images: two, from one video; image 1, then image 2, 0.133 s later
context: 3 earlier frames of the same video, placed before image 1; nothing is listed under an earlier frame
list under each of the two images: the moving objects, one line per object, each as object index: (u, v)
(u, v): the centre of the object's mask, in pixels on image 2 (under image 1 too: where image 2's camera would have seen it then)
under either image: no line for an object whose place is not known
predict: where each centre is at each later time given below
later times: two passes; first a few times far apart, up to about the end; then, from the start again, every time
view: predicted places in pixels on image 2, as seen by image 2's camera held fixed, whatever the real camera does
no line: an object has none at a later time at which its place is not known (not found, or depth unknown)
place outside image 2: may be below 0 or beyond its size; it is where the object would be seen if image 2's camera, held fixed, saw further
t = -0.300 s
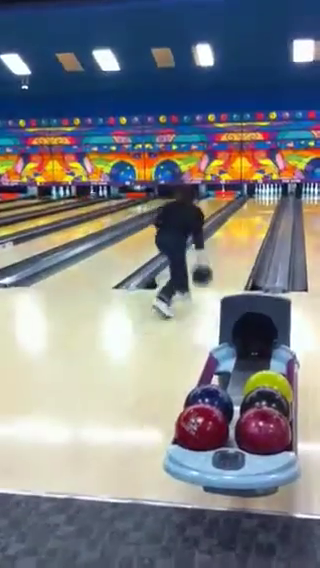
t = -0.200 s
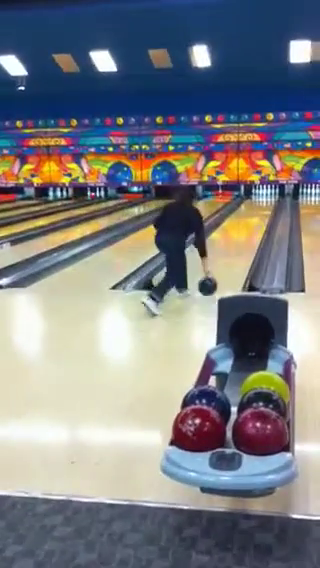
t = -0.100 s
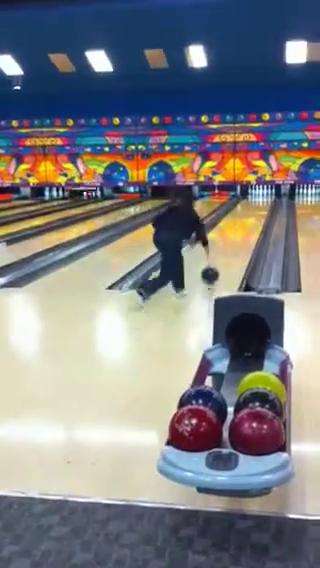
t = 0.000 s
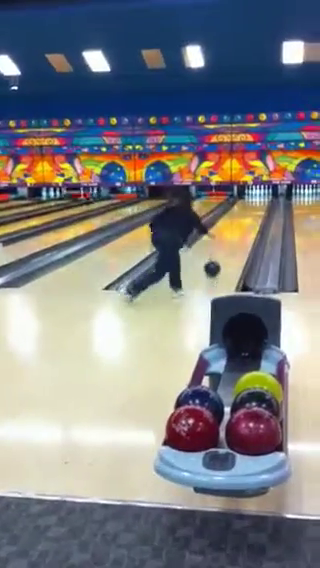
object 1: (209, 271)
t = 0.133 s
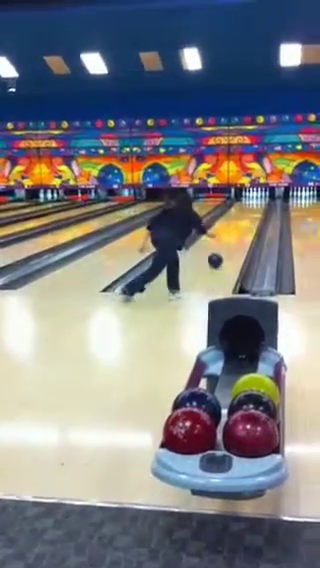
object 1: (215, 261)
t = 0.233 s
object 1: (218, 254)
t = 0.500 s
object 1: (226, 240)
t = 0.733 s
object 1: (231, 231)
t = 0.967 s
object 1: (235, 223)
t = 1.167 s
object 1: (238, 218)
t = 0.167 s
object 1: (216, 258)
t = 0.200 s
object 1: (217, 256)
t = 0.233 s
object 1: (218, 254)
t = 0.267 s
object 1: (219, 252)
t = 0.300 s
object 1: (221, 249)
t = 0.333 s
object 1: (222, 248)
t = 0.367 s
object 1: (223, 246)
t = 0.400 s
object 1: (223, 244)
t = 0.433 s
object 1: (224, 243)
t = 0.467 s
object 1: (225, 241)
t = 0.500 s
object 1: (226, 240)
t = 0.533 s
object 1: (227, 238)
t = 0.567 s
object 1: (228, 237)
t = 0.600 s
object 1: (229, 235)
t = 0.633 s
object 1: (229, 234)
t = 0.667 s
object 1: (230, 233)
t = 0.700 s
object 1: (231, 232)
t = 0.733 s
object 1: (231, 231)
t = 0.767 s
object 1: (232, 229)
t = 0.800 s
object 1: (232, 228)
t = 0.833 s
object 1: (233, 227)
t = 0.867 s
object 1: (233, 226)
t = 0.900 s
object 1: (234, 225)
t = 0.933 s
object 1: (234, 224)
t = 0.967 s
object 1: (235, 223)
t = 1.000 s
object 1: (235, 222)
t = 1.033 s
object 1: (236, 221)
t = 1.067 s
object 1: (237, 220)
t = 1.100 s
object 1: (237, 219)
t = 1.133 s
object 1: (238, 219)
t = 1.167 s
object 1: (238, 218)
